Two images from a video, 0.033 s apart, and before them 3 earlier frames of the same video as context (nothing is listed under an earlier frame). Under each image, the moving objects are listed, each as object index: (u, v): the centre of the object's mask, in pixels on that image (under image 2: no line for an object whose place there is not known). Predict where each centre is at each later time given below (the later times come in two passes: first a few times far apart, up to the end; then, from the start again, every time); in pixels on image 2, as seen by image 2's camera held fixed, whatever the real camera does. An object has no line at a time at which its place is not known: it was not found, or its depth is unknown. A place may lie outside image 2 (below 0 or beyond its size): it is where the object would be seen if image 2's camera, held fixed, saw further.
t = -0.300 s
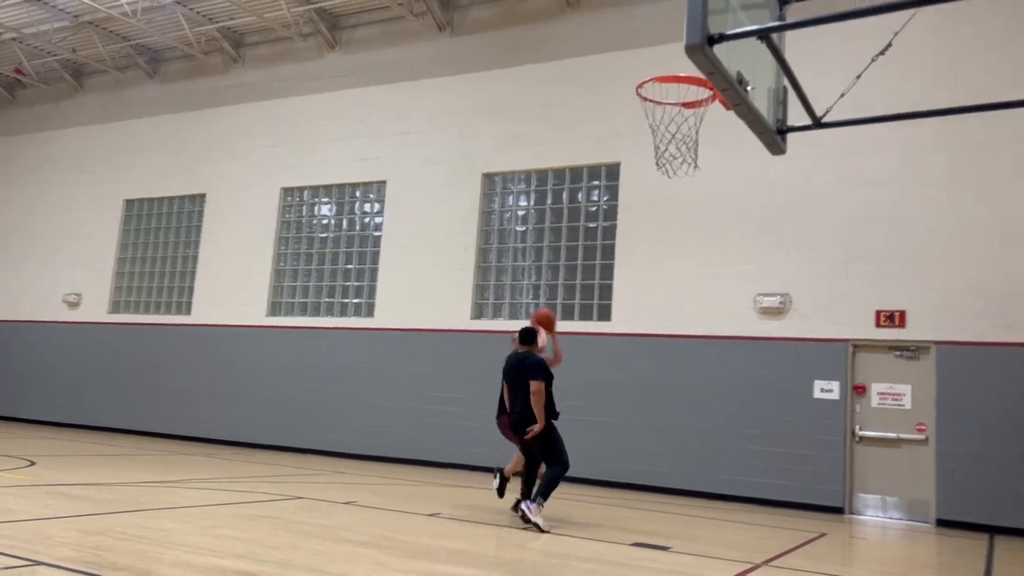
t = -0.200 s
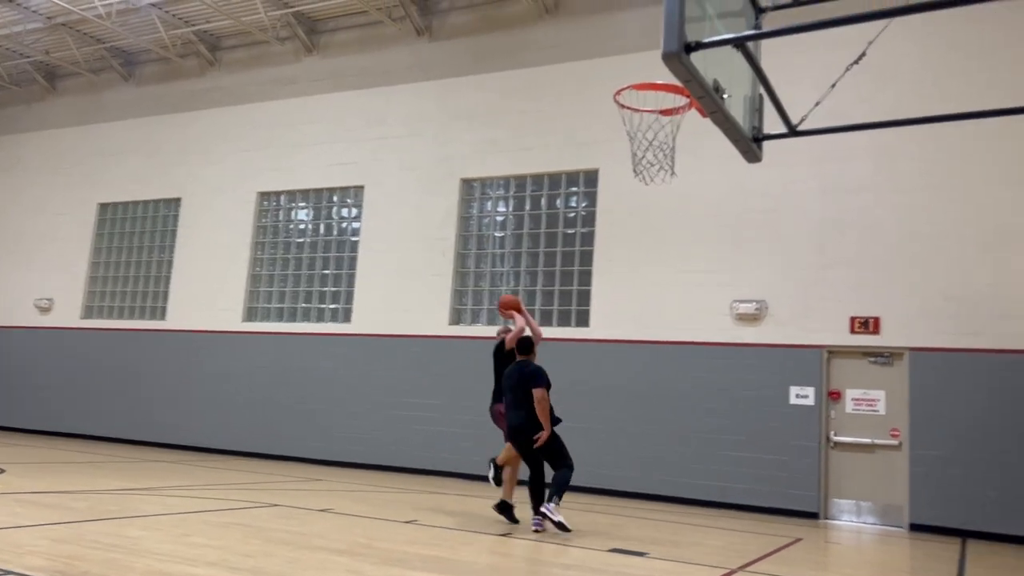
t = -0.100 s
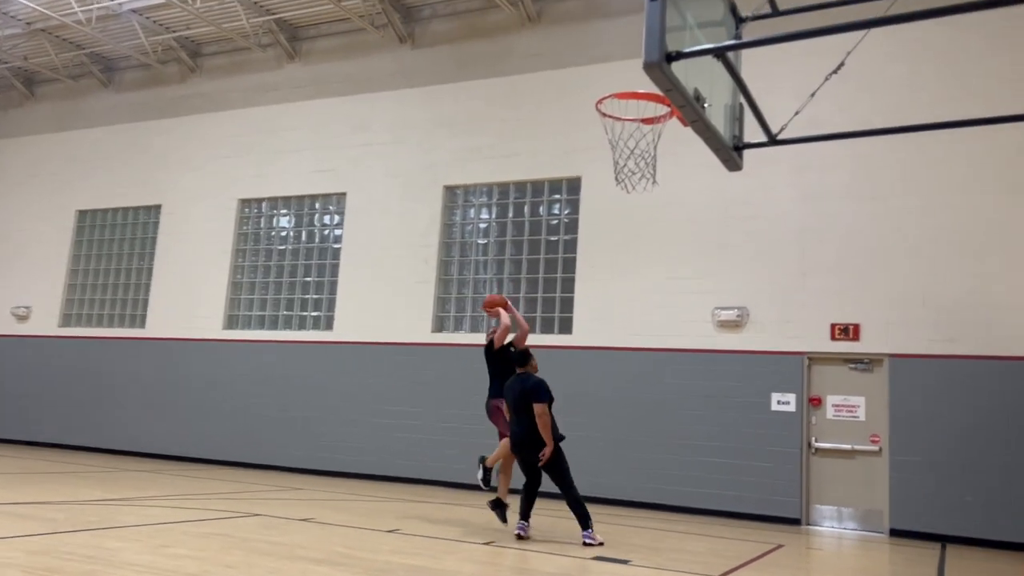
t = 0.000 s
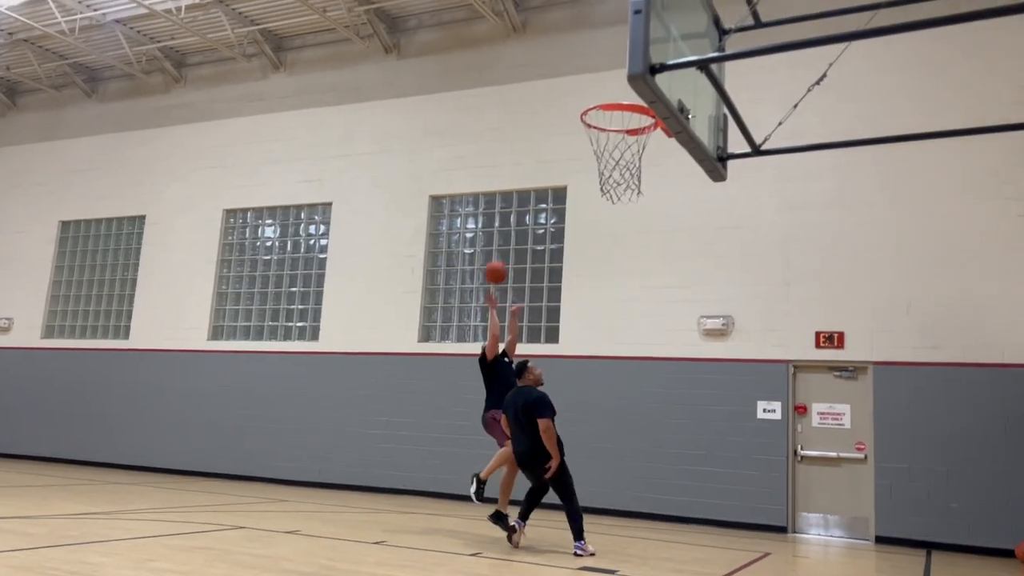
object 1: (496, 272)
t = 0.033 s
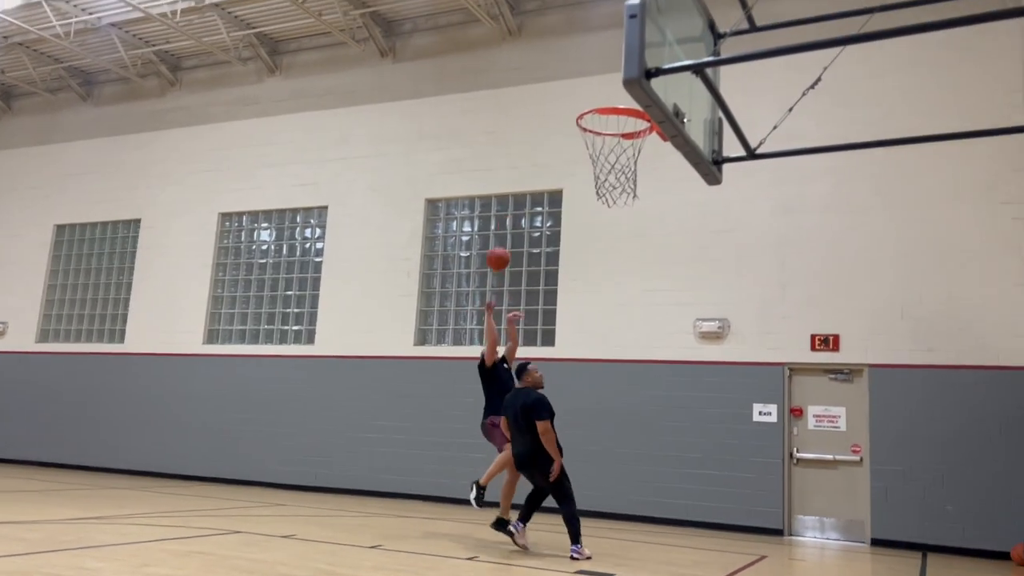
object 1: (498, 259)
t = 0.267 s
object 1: (544, 162)
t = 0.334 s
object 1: (559, 141)
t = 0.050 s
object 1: (501, 251)
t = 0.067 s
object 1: (504, 243)
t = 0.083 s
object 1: (507, 236)
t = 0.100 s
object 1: (510, 227)
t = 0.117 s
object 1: (514, 220)
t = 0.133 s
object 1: (518, 213)
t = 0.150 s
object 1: (521, 206)
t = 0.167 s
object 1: (524, 199)
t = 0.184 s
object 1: (527, 192)
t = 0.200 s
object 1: (531, 186)
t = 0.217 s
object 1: (534, 180)
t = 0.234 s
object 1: (538, 173)
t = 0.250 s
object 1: (541, 168)
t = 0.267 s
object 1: (544, 162)
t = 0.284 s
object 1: (548, 157)
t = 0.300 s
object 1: (551, 151)
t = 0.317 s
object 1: (555, 146)
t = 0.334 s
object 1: (559, 141)
